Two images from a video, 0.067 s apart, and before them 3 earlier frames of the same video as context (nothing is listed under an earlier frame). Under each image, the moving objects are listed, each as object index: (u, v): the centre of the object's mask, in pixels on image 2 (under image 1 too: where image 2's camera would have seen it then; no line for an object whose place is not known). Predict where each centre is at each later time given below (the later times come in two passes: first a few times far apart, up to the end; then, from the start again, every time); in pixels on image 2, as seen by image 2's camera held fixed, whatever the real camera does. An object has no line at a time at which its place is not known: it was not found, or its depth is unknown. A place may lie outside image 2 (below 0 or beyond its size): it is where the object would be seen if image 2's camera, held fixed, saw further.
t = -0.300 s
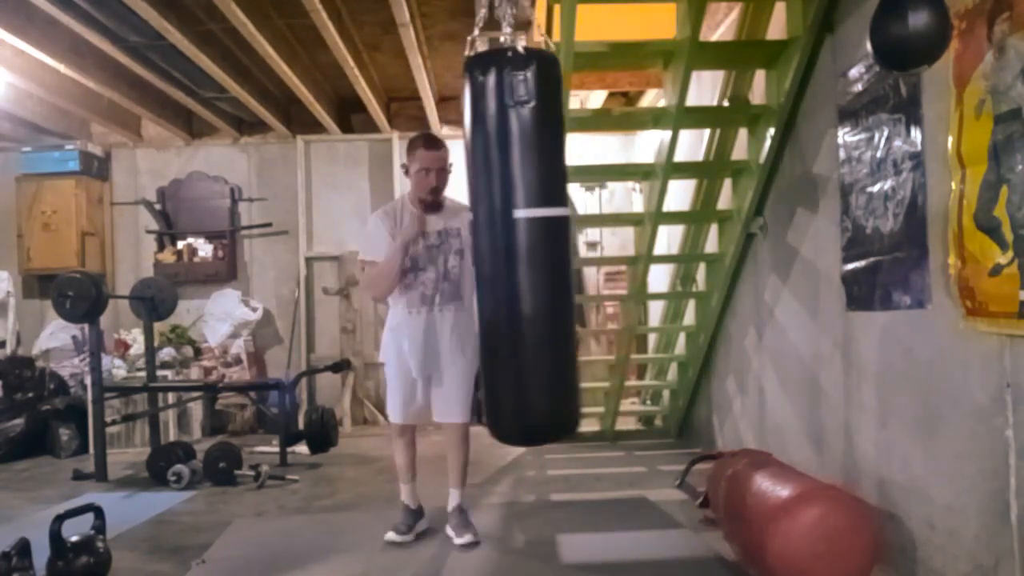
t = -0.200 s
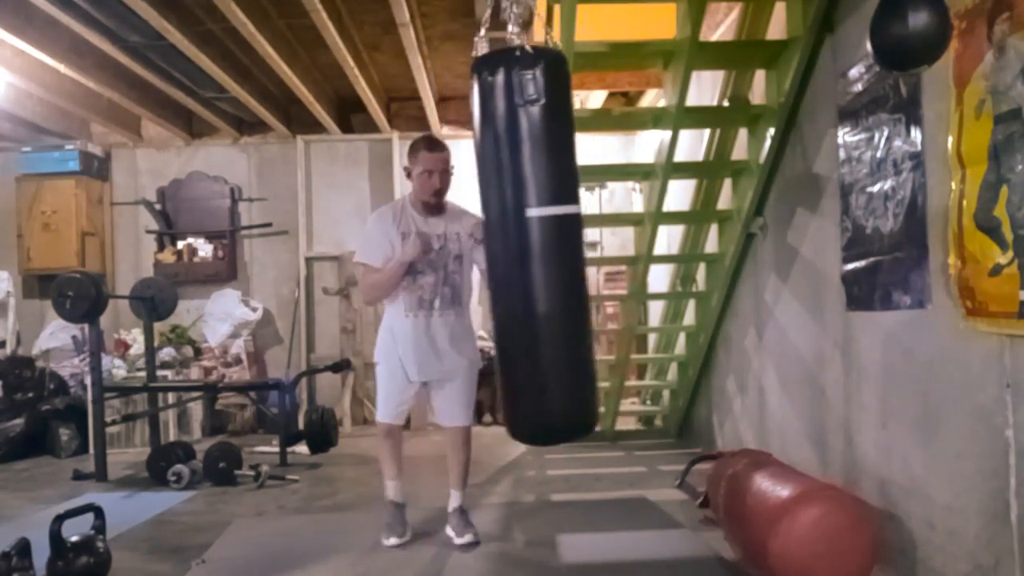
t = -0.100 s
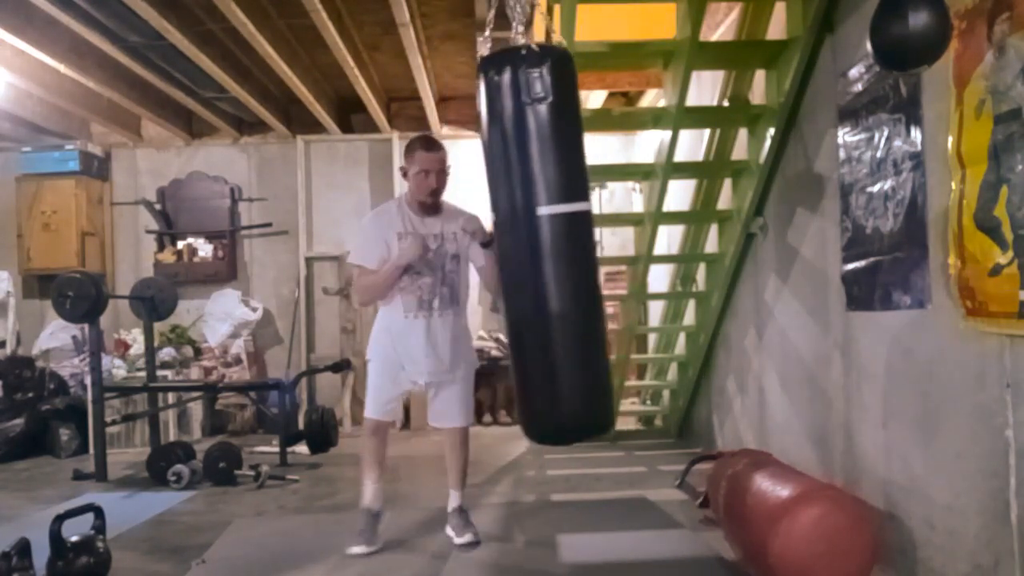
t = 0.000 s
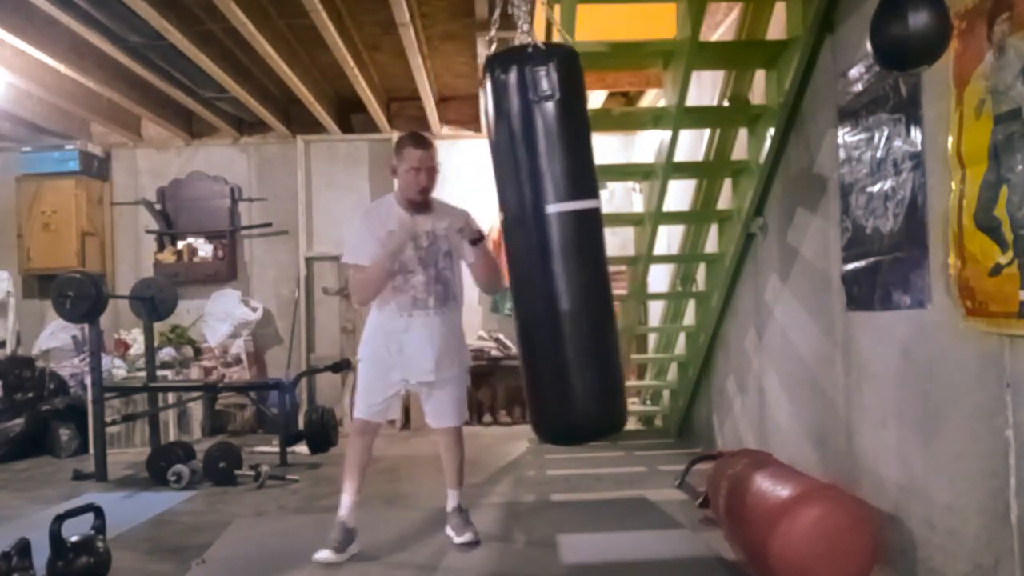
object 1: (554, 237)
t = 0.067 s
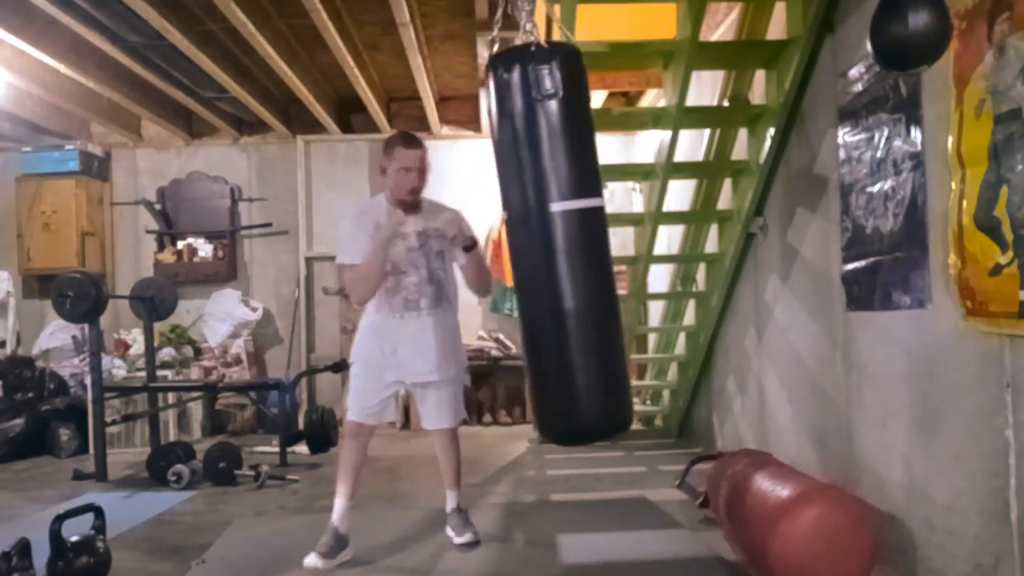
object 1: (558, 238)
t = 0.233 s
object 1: (561, 236)
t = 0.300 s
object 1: (561, 238)
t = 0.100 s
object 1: (559, 236)
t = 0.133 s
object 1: (561, 238)
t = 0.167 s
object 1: (561, 238)
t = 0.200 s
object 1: (562, 238)
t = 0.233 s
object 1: (561, 236)
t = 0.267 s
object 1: (561, 238)
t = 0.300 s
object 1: (561, 238)
